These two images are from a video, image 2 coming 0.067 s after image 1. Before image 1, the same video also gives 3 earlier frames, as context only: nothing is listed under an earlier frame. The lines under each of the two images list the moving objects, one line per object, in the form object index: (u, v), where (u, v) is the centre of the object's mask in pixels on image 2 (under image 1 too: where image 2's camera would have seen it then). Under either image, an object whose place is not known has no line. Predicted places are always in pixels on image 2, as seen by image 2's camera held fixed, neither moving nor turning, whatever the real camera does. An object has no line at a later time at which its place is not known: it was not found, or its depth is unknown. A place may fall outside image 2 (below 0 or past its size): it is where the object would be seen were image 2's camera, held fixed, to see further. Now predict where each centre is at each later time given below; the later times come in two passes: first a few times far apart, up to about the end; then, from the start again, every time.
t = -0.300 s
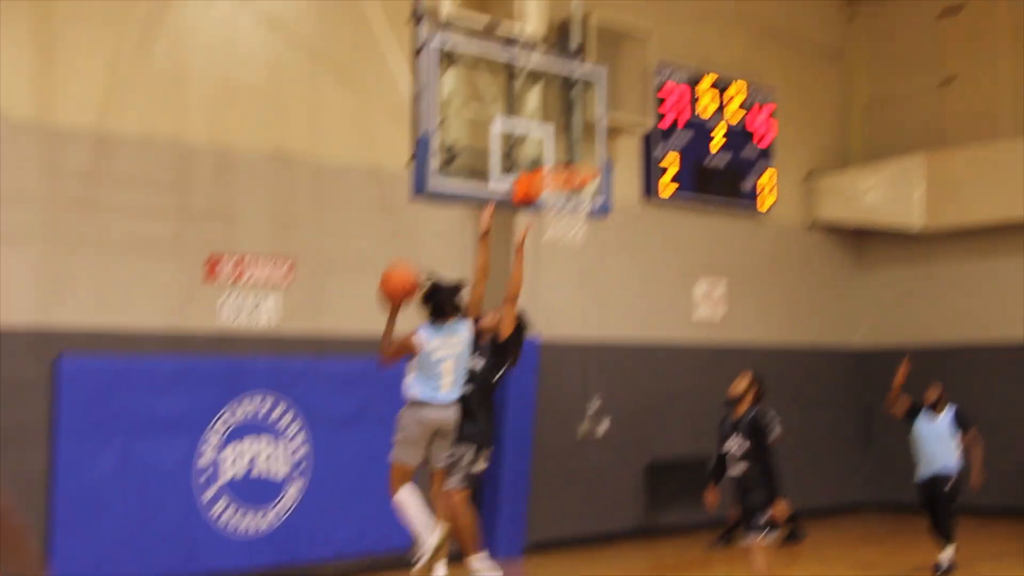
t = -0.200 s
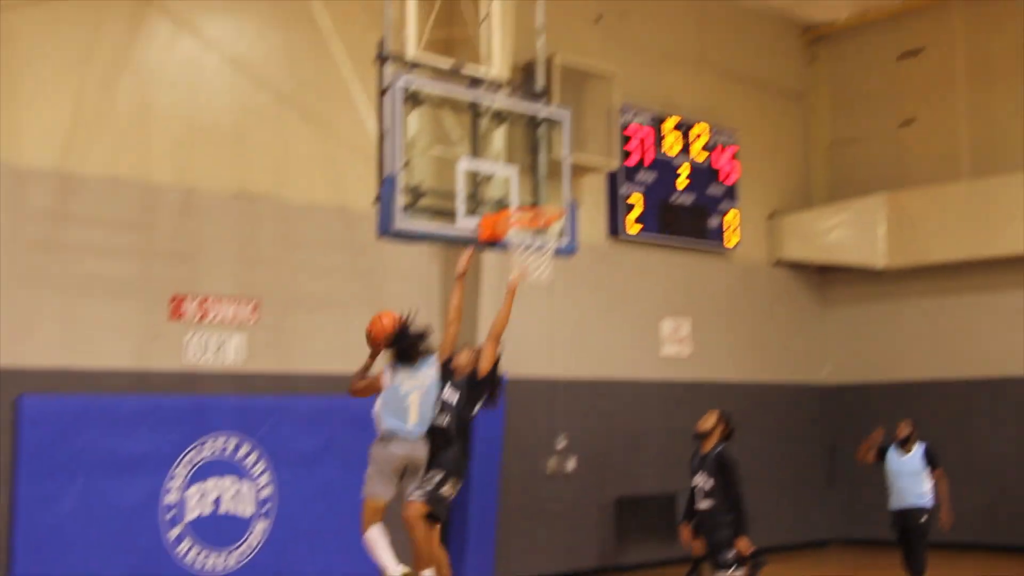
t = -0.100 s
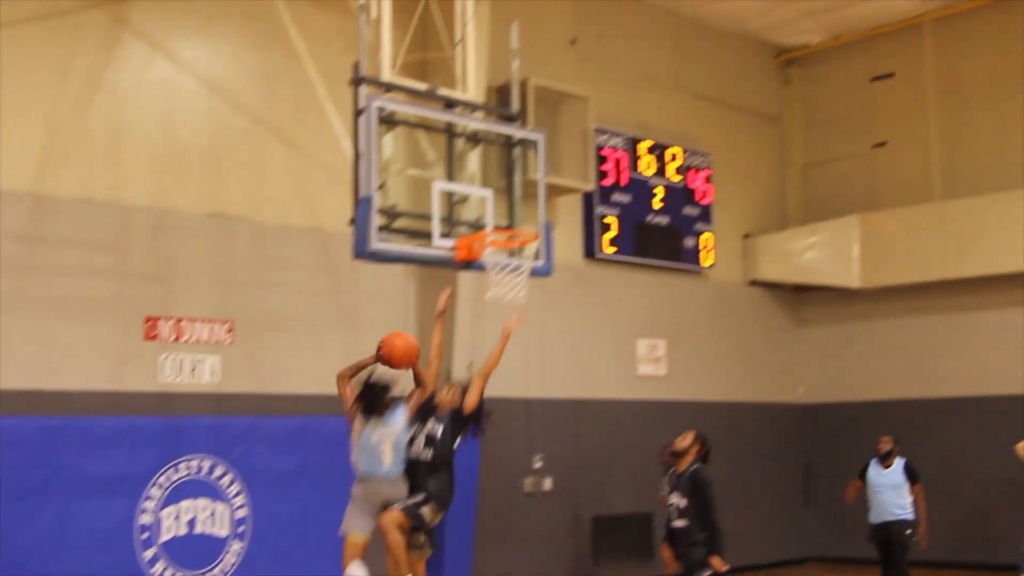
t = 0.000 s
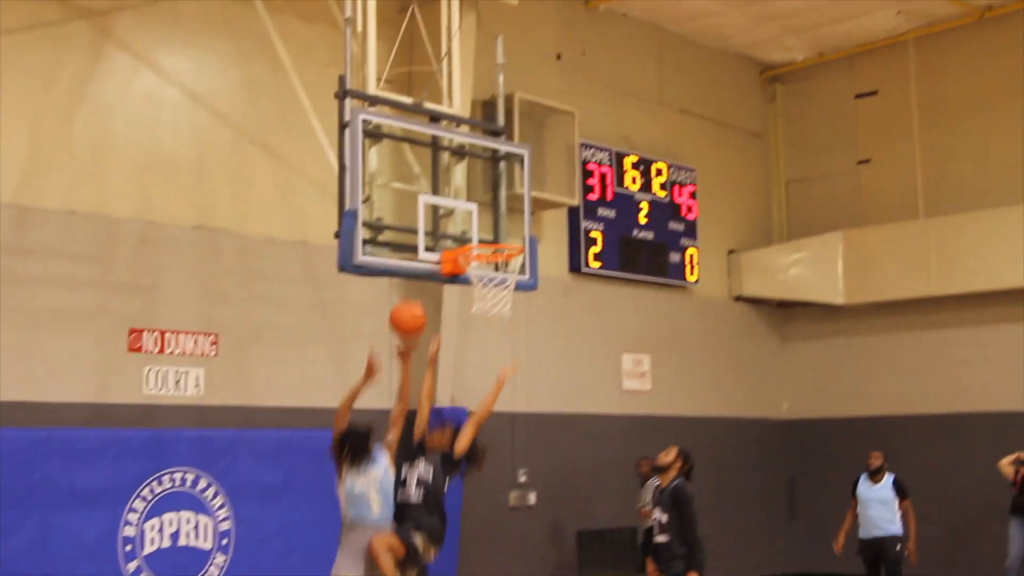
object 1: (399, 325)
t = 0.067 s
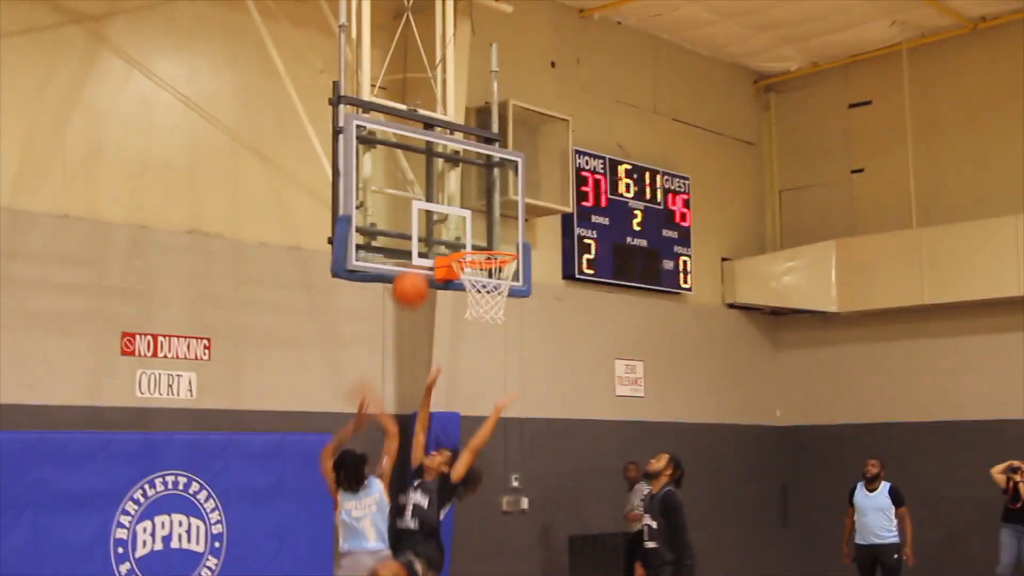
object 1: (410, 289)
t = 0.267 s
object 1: (435, 227)
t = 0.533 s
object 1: (496, 235)
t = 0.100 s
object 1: (414, 274)
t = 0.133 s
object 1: (419, 259)
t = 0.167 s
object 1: (422, 247)
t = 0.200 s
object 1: (427, 238)
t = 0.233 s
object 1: (432, 231)
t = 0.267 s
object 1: (435, 227)
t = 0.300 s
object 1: (438, 221)
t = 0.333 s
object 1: (443, 219)
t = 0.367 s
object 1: (452, 221)
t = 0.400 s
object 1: (461, 225)
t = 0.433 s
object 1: (471, 231)
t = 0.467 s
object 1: (480, 235)
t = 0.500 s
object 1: (489, 239)
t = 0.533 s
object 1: (496, 235)
